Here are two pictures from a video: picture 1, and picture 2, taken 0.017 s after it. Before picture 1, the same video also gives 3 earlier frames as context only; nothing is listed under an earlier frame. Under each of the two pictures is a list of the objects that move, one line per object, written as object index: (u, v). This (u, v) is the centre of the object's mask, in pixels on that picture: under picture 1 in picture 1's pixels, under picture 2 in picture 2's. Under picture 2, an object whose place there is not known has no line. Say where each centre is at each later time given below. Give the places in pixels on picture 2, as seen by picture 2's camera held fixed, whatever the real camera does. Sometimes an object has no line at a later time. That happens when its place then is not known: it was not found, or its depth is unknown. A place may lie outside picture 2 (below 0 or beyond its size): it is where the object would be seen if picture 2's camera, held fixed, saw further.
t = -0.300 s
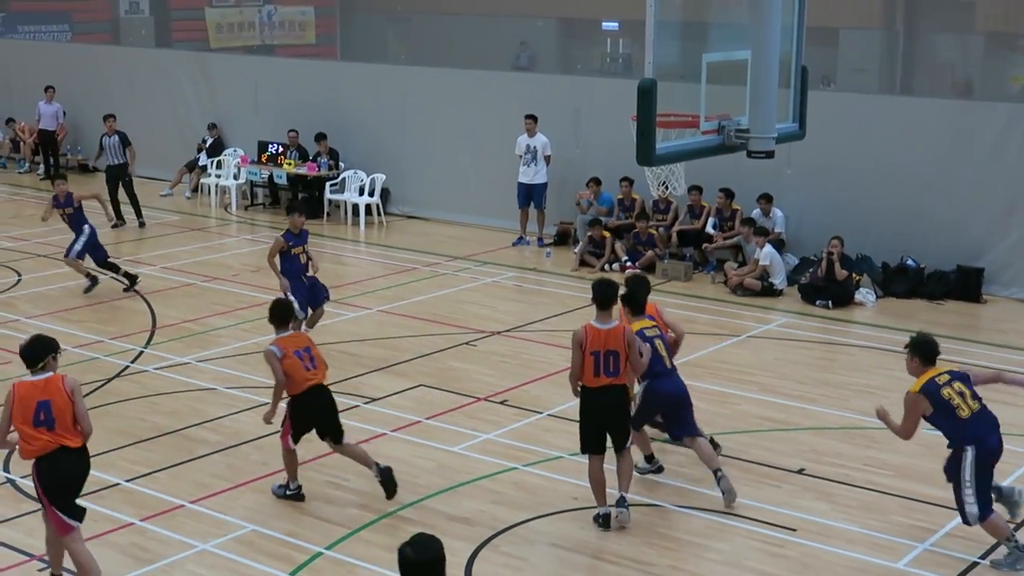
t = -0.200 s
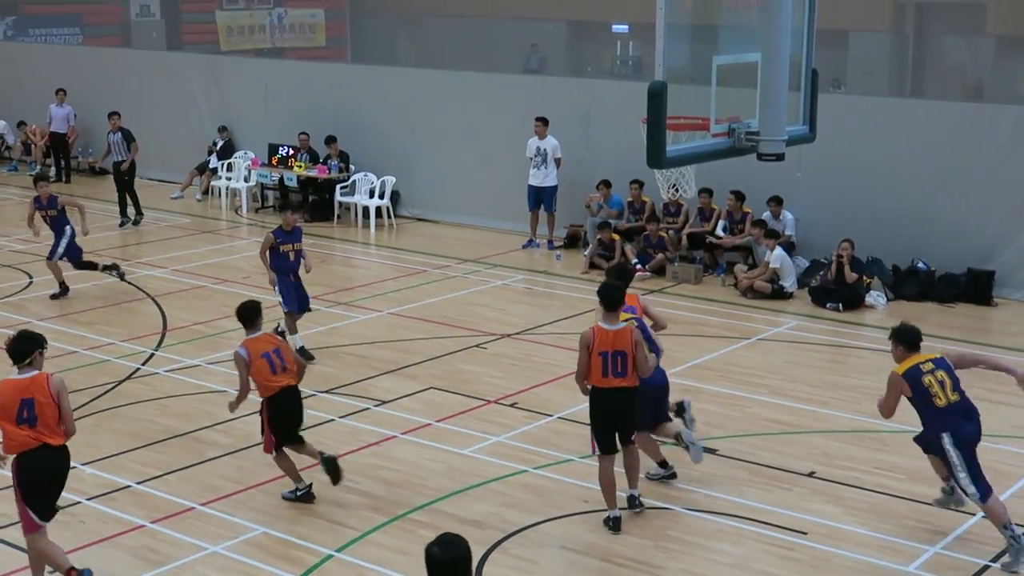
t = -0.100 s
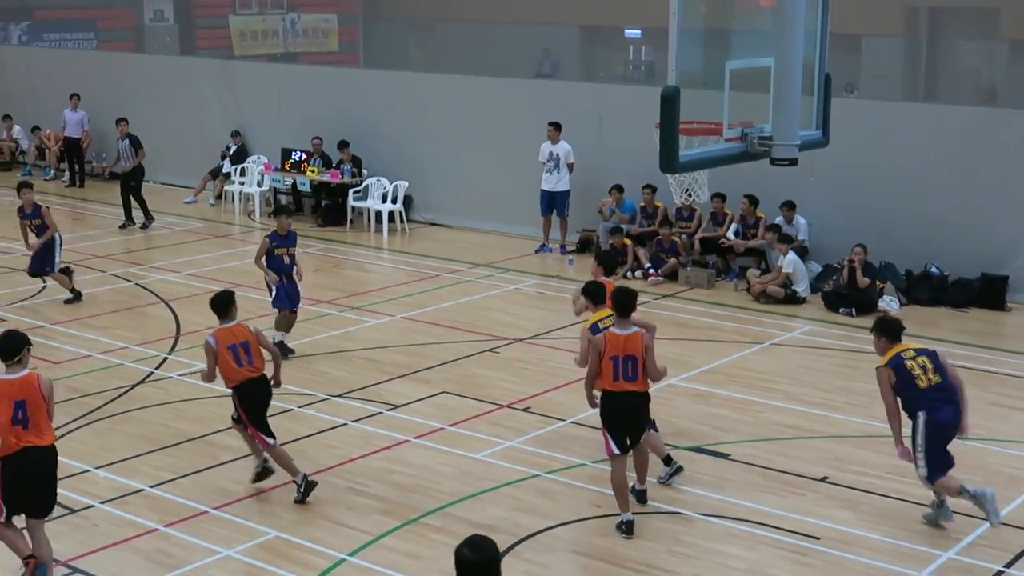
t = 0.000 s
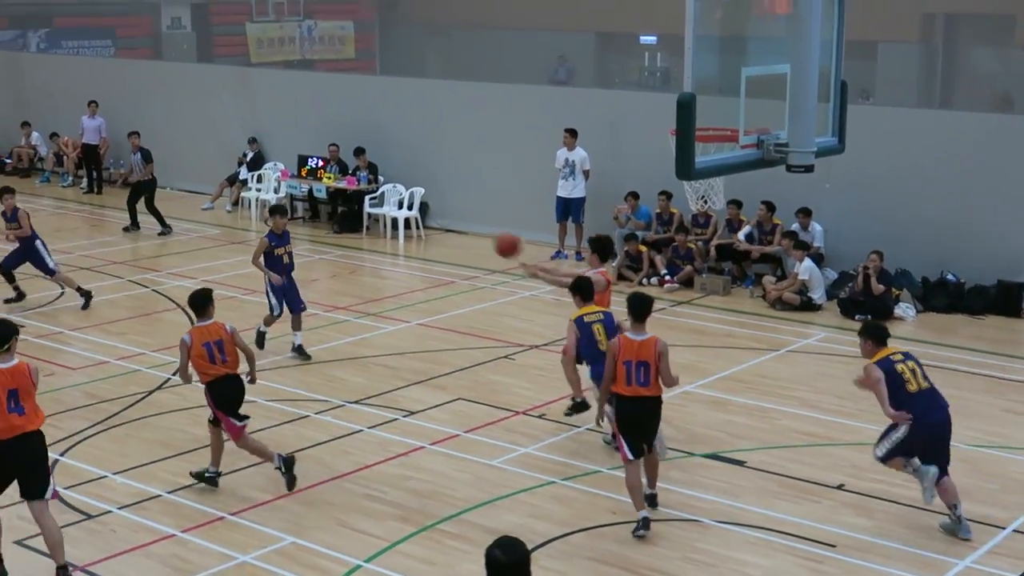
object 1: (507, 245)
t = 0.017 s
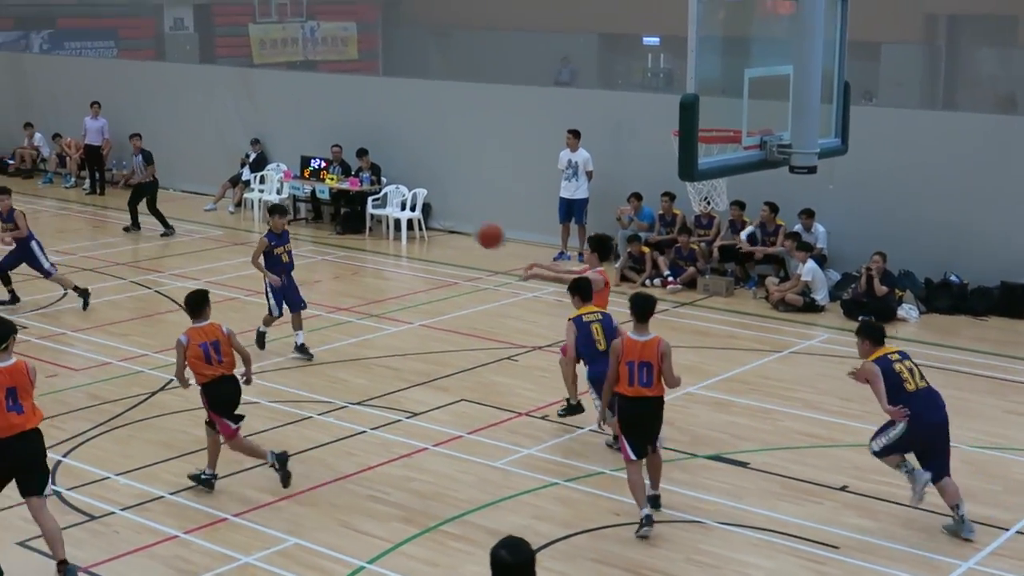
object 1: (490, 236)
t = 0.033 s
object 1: (471, 226)
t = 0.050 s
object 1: (452, 216)
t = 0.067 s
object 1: (434, 207)
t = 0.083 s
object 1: (413, 198)
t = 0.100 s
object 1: (394, 189)
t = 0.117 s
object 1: (375, 180)
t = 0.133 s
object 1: (356, 172)
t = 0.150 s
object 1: (337, 166)
